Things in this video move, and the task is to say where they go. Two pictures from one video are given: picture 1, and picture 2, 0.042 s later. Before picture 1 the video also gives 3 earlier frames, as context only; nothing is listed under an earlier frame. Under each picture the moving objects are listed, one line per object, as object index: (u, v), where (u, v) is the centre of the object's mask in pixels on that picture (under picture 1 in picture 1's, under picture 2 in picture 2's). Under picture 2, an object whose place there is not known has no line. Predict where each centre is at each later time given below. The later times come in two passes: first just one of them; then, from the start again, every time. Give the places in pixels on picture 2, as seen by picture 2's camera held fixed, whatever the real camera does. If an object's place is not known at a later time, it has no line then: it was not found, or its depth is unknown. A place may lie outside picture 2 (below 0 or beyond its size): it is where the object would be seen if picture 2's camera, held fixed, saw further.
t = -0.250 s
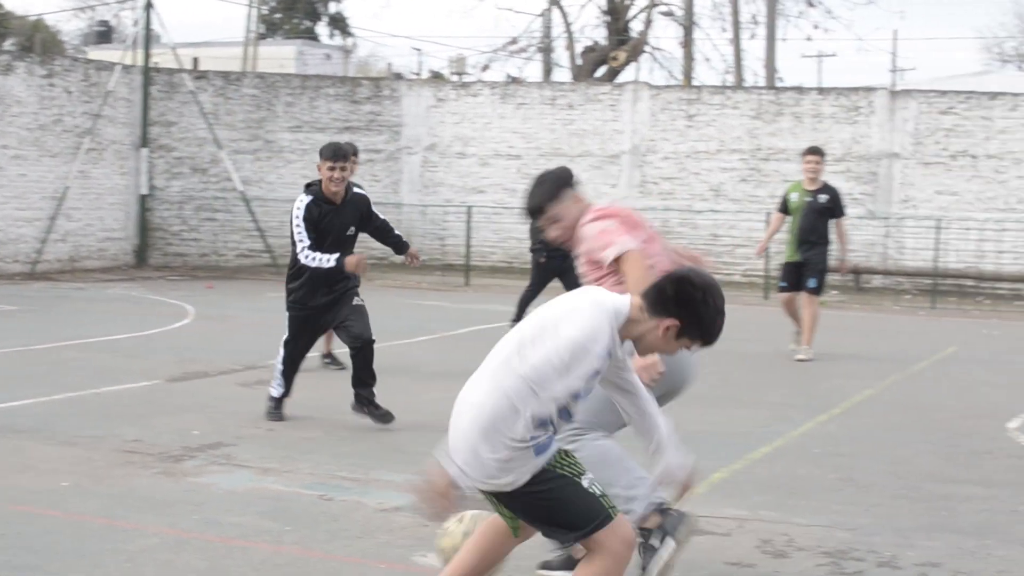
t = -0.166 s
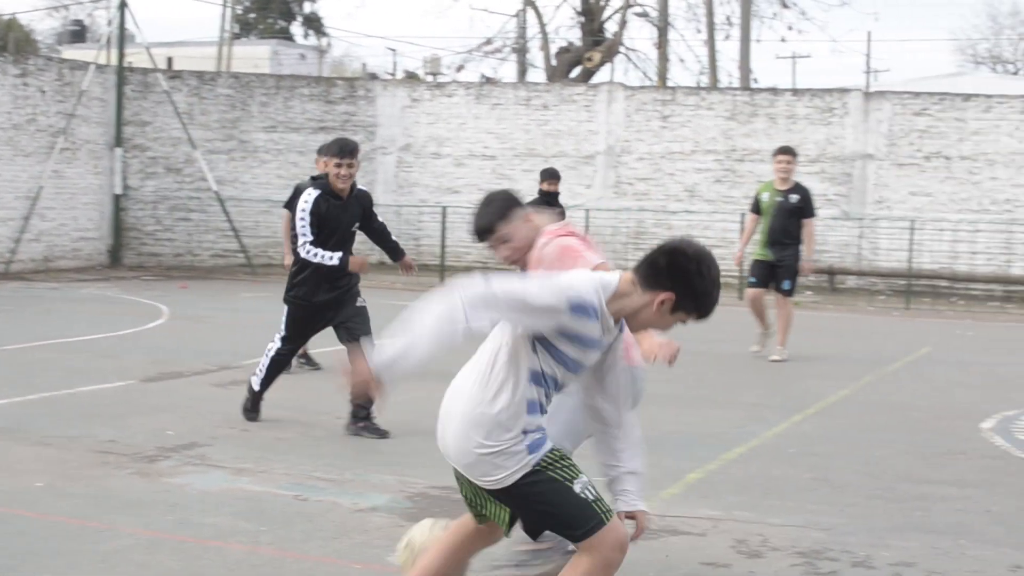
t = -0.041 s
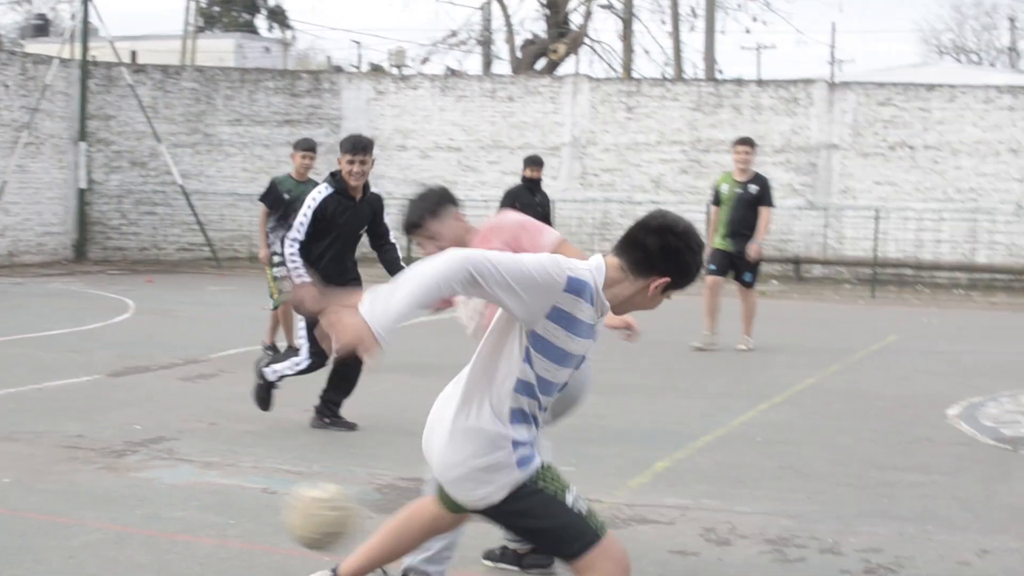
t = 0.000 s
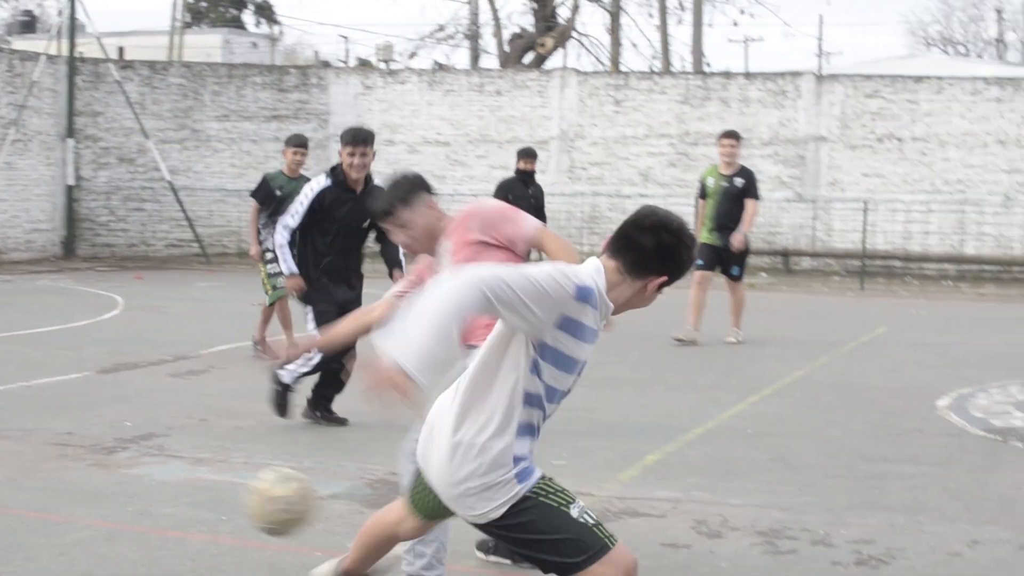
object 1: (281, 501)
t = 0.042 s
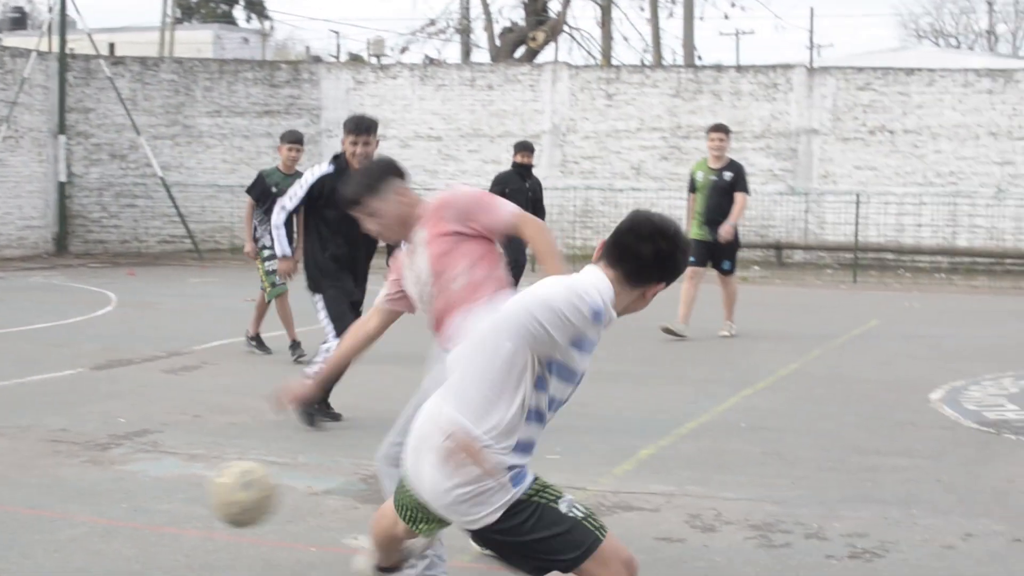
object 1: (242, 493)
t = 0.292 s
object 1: (98, 502)
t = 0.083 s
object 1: (212, 496)
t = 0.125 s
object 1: (182, 503)
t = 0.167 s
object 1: (154, 513)
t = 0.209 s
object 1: (128, 528)
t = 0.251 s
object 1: (109, 519)
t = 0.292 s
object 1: (98, 502)
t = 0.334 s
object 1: (85, 489)
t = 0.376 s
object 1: (75, 482)
